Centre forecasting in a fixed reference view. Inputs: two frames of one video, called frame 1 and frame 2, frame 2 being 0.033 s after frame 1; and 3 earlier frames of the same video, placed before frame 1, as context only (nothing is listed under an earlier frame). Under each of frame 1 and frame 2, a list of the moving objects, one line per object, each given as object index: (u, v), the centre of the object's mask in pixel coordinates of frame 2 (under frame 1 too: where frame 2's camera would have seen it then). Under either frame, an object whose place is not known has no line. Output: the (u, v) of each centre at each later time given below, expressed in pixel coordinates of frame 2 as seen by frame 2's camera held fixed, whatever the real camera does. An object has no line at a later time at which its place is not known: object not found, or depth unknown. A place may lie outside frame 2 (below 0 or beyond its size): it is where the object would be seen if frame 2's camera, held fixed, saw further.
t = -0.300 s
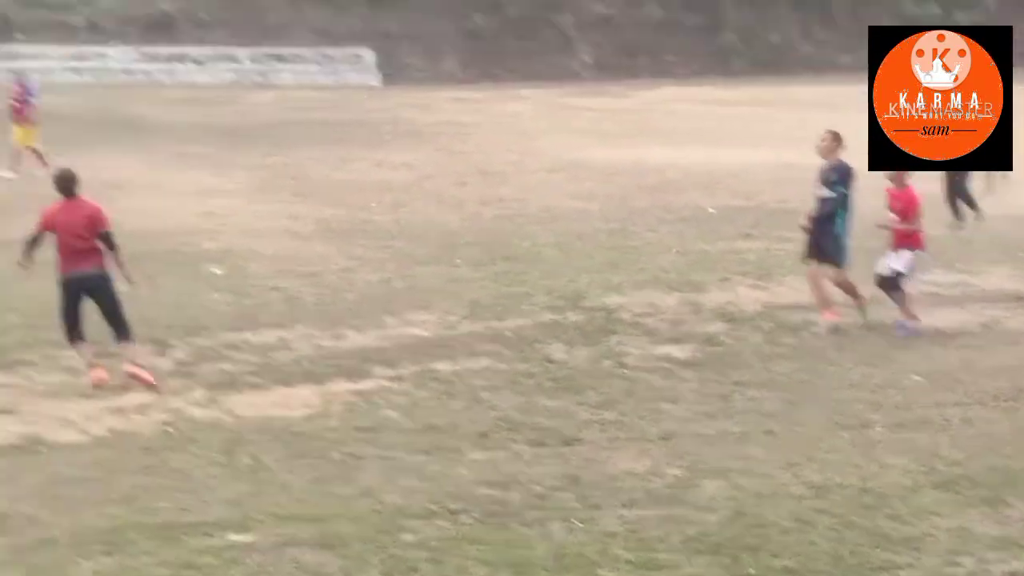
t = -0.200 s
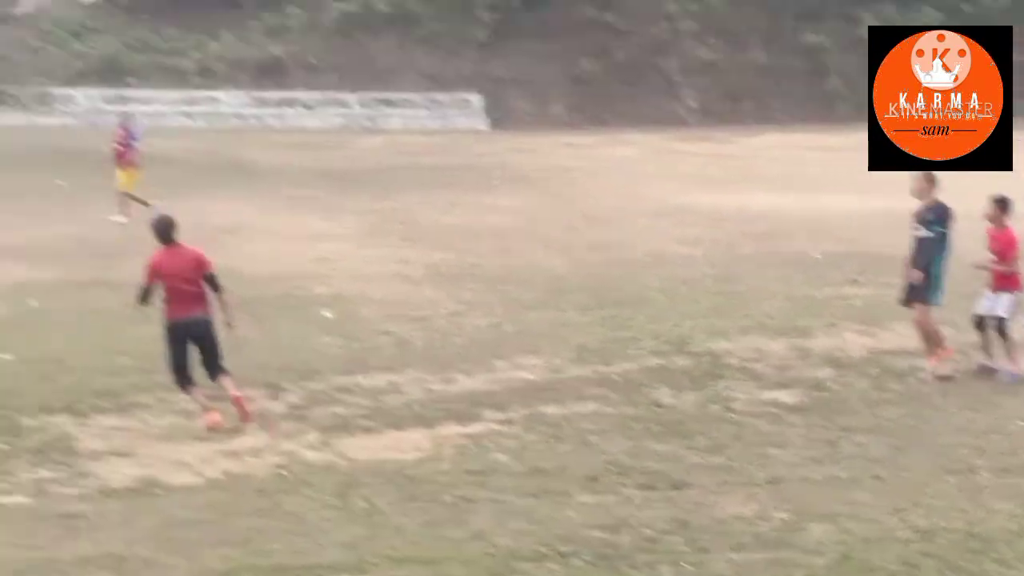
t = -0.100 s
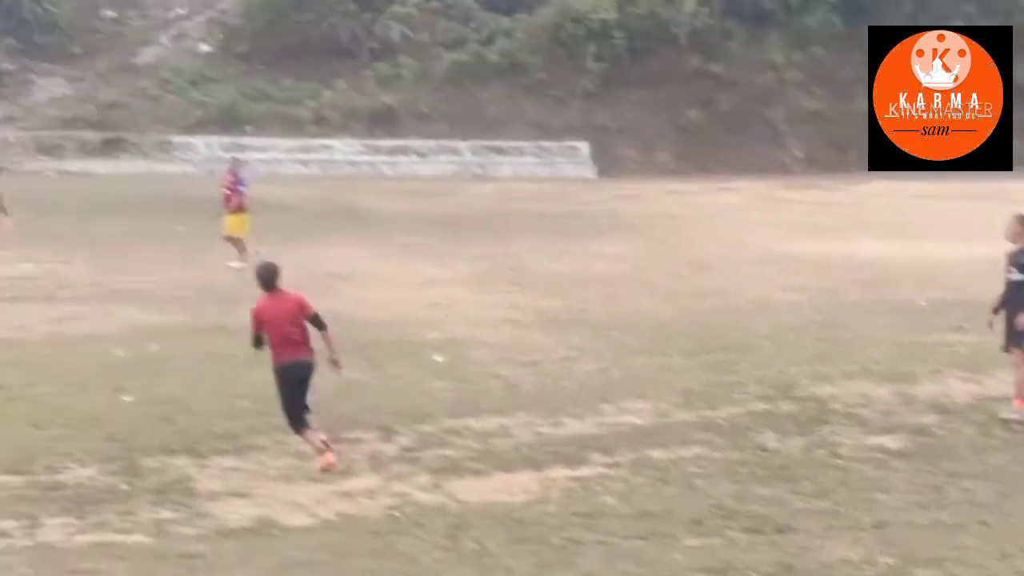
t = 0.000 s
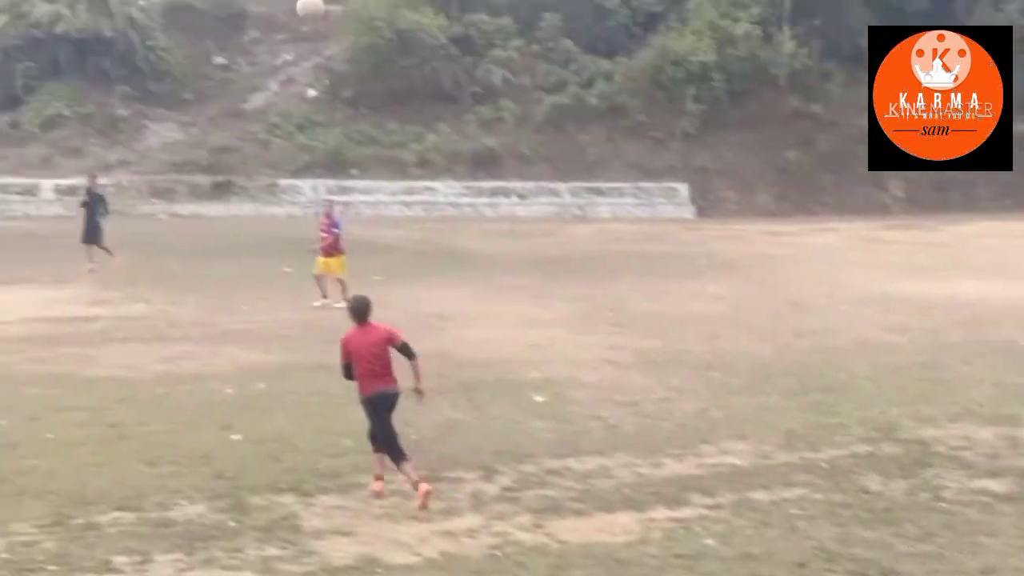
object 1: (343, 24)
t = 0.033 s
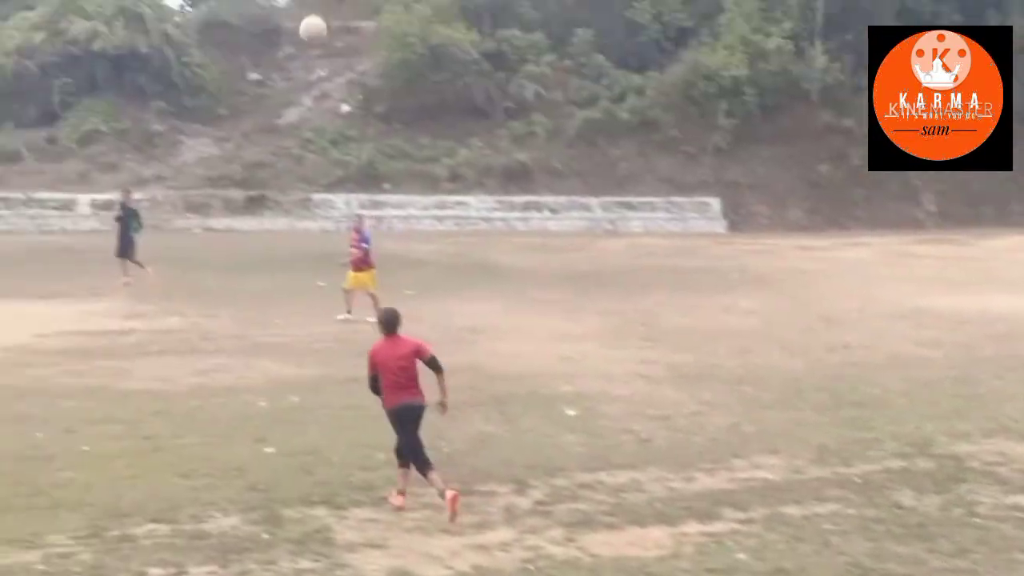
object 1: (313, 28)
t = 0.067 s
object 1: (282, 36)
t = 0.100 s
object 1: (251, 45)
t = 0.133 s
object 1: (219, 54)
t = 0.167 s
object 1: (189, 65)
